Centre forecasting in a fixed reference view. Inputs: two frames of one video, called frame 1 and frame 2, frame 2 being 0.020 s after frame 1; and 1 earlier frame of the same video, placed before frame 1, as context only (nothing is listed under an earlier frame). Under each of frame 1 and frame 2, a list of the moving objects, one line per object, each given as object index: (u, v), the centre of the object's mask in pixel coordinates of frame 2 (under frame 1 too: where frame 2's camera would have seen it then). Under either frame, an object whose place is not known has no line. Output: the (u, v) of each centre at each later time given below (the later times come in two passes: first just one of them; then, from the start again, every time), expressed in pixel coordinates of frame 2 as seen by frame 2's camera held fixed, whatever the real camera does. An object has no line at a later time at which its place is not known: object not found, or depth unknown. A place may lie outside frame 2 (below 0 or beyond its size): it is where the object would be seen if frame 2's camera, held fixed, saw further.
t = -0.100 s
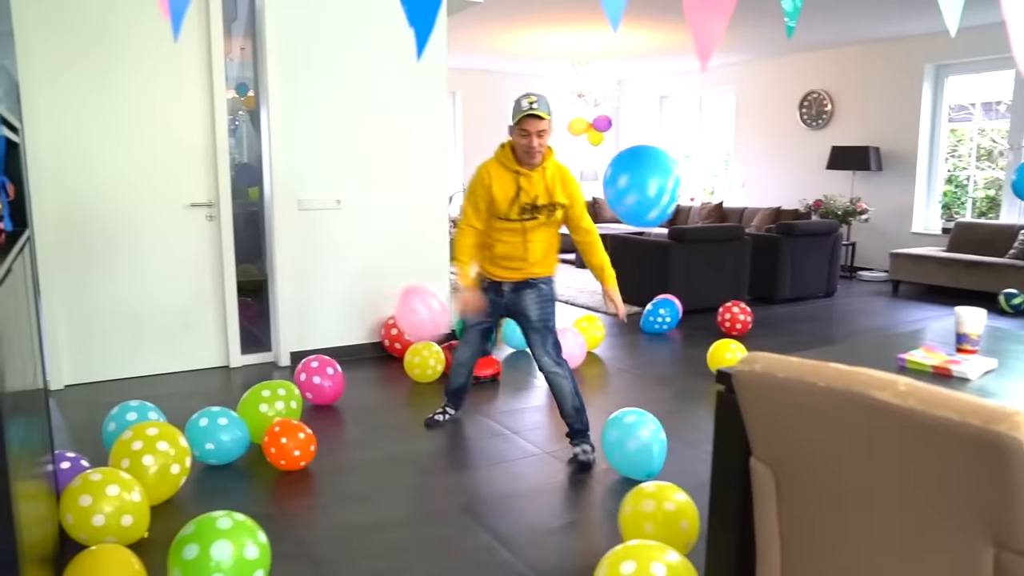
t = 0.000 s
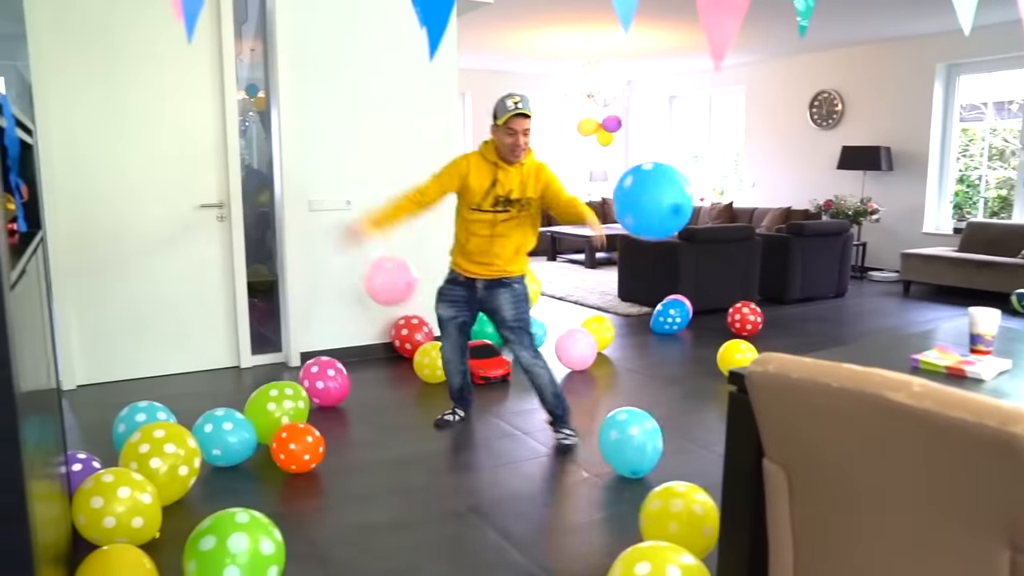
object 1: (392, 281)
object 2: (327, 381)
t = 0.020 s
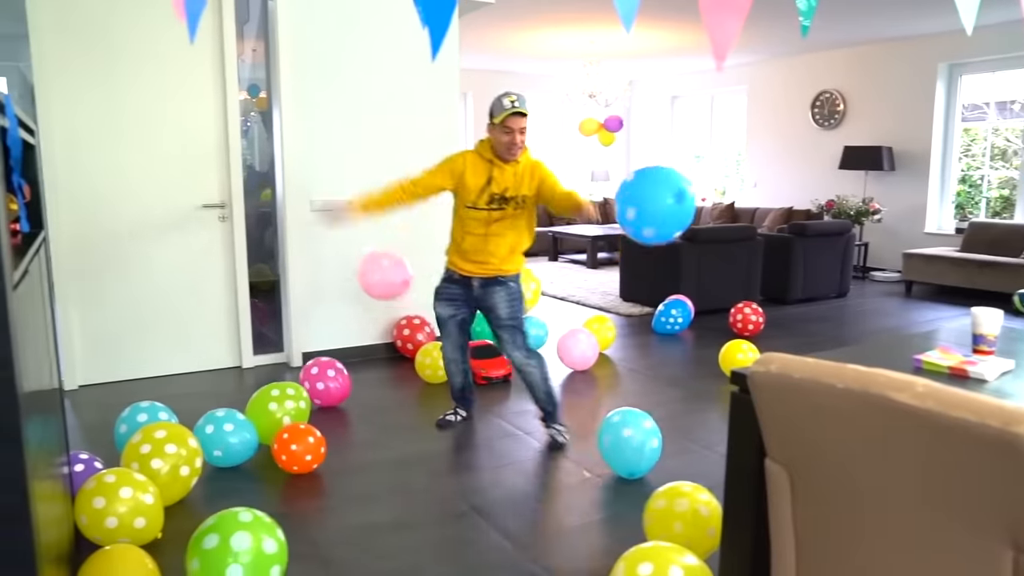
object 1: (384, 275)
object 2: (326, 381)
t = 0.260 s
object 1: (315, 218)
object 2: (313, 382)
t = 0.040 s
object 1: (378, 270)
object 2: (325, 381)
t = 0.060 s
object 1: (371, 264)
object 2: (324, 382)
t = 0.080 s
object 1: (364, 259)
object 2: (322, 382)
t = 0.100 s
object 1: (358, 255)
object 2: (321, 382)
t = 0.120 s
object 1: (352, 249)
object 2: (320, 382)
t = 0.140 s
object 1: (345, 244)
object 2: (319, 382)
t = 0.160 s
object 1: (339, 239)
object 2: (318, 382)
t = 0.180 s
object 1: (333, 234)
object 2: (317, 382)
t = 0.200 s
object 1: (328, 229)
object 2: (316, 382)
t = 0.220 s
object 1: (323, 225)
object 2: (315, 382)
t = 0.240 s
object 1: (319, 222)
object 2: (314, 383)
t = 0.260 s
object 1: (315, 218)
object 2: (313, 382)
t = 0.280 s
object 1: (312, 215)
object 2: (312, 382)
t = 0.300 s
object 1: (308, 212)
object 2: (310, 383)
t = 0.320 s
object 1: (304, 209)
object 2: (309, 383)
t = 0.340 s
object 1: (300, 206)
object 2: (307, 383)
